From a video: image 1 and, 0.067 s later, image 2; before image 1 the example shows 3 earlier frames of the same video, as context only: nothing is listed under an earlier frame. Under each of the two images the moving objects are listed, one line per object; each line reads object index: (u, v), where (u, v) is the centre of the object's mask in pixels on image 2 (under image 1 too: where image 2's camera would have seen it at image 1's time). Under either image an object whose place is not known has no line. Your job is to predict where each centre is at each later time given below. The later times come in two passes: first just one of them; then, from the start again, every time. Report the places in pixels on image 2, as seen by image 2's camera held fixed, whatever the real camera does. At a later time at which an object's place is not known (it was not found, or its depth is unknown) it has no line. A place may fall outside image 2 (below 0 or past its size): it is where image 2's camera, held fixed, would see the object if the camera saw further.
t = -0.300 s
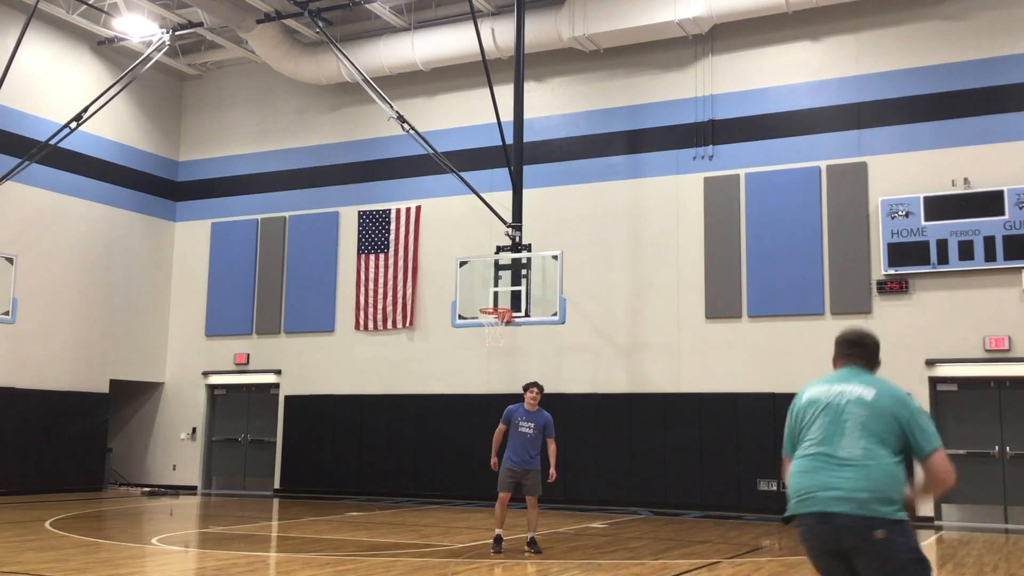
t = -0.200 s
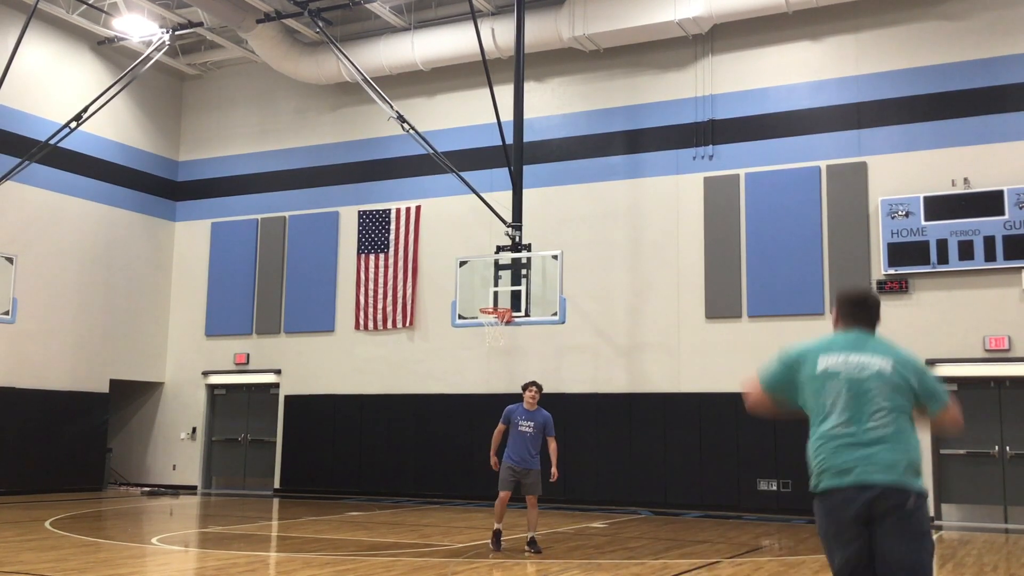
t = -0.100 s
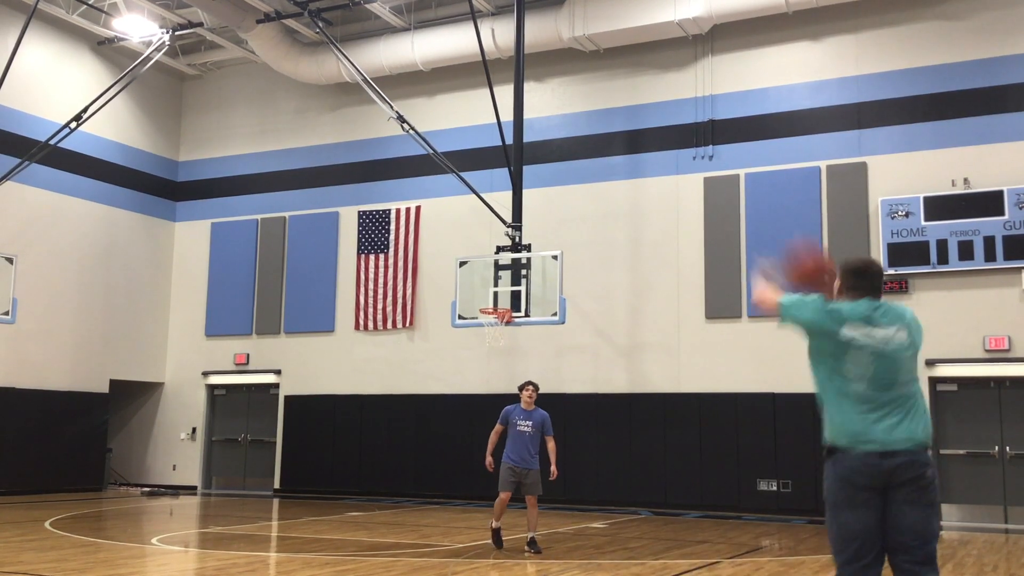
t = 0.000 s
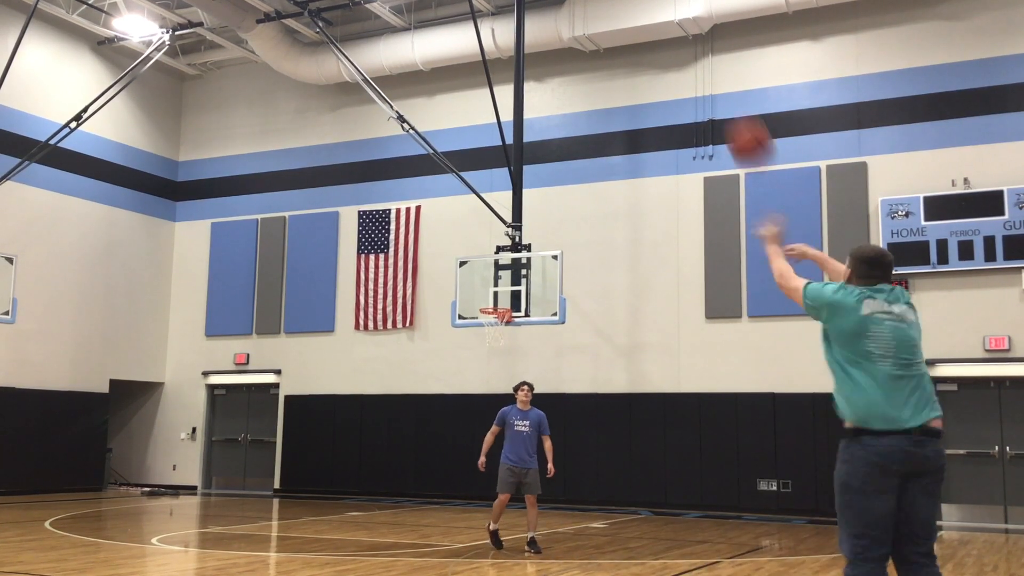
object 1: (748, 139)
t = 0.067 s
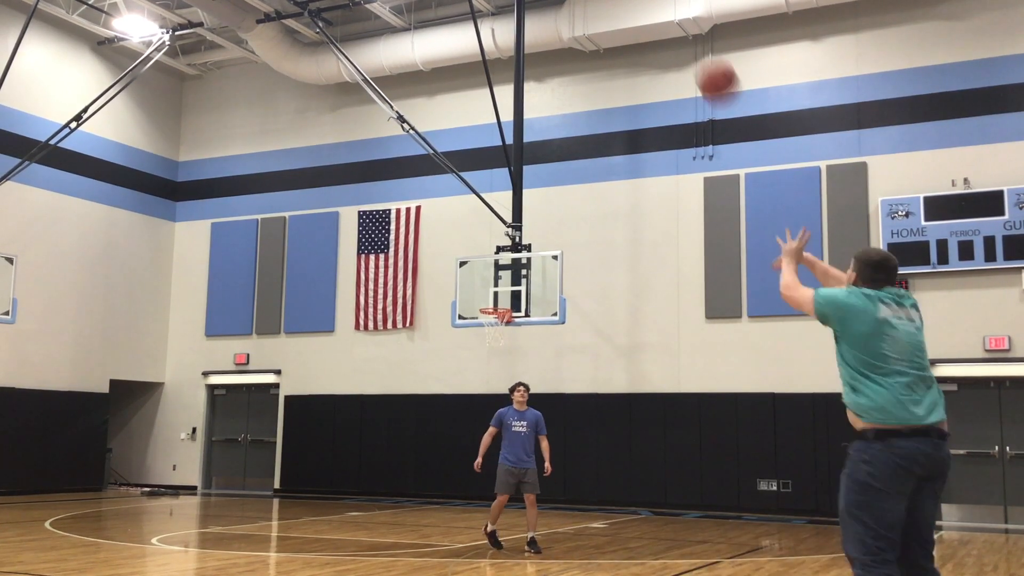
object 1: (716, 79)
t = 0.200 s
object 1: (665, 6)
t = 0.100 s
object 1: (703, 54)
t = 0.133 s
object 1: (691, 35)
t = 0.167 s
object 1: (679, 16)
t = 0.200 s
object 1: (665, 6)
